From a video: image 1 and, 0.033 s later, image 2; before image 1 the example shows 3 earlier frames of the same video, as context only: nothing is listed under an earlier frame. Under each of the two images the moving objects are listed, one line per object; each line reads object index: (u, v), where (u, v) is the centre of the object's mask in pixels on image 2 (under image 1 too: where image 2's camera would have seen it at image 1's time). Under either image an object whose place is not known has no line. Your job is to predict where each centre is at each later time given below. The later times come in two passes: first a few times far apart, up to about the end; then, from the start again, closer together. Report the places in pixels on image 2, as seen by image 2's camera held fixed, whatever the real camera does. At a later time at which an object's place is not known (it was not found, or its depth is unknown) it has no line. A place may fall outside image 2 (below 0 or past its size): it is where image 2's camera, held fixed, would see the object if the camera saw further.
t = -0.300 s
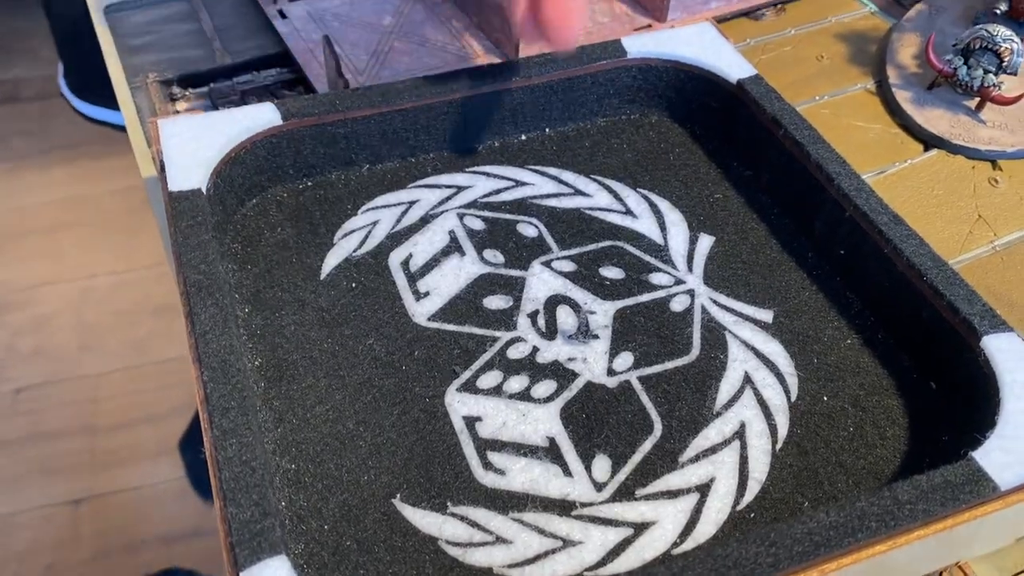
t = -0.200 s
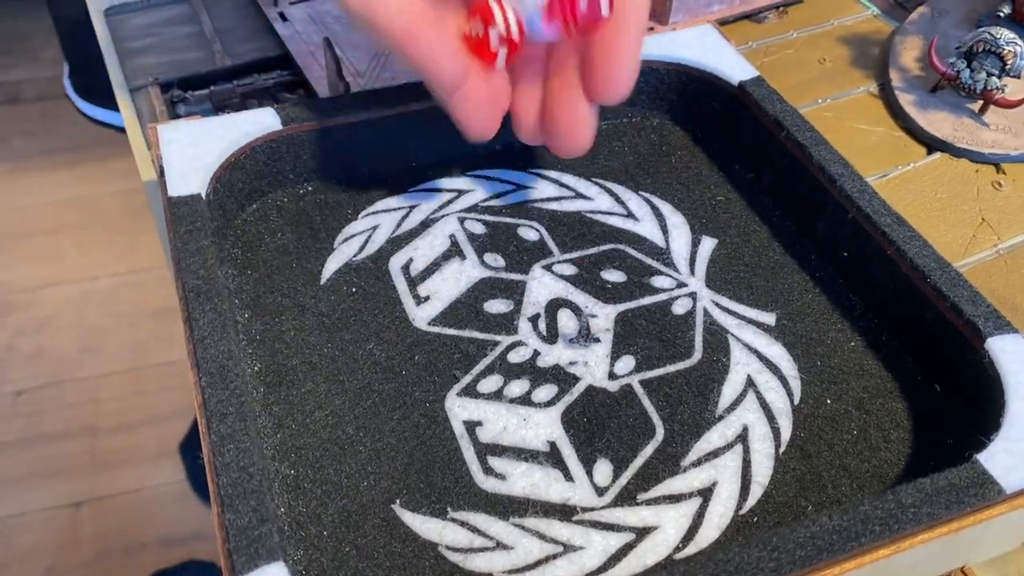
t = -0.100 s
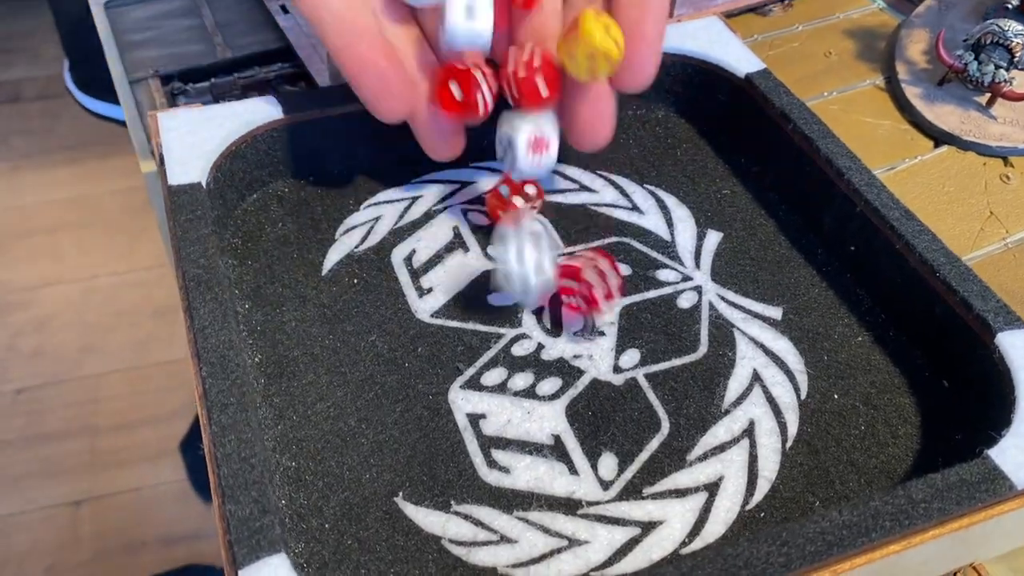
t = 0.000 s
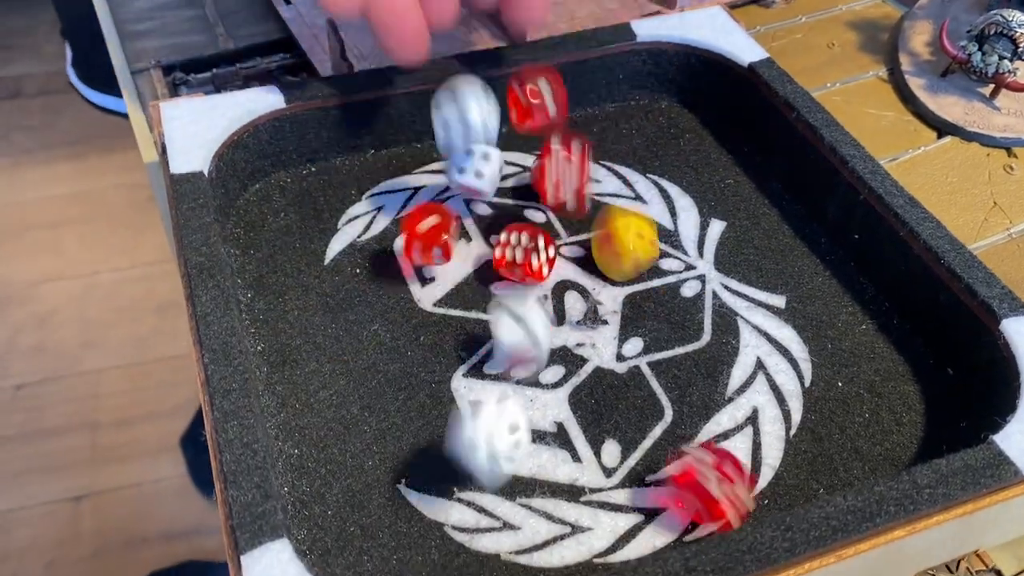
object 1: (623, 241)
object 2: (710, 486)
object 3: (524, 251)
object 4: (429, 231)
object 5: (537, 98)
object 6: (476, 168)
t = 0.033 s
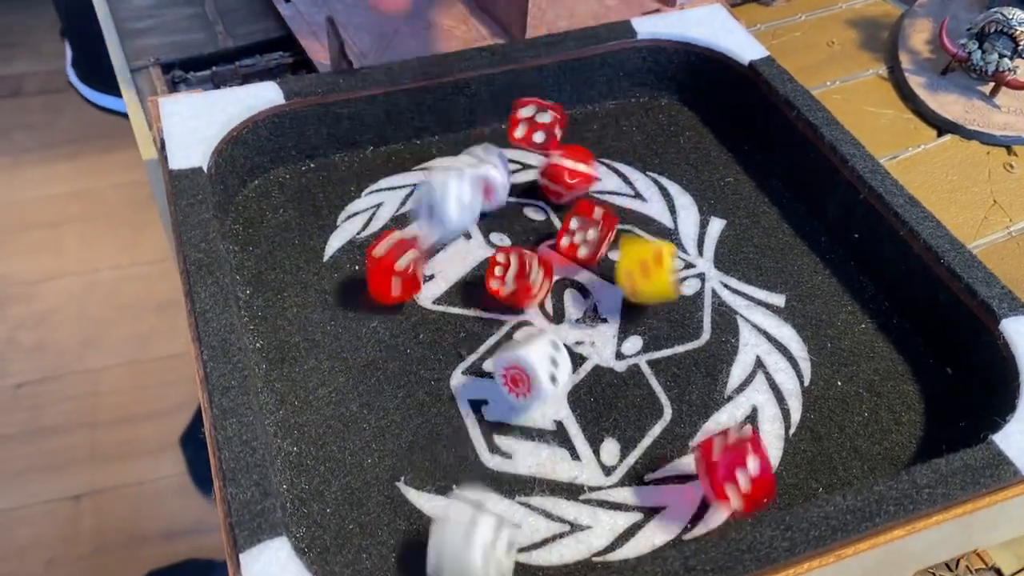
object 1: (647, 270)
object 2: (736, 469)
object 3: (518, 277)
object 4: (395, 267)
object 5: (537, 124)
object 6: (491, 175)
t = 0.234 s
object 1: (882, 378)
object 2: (675, 492)
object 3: (585, 441)
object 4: (435, 337)
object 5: (428, 213)
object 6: (576, 196)
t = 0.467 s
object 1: (907, 386)
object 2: (799, 467)
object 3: (587, 433)
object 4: (582, 356)
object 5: (346, 223)
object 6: (644, 187)
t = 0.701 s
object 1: (907, 389)
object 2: (802, 380)
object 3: (587, 433)
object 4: (580, 356)
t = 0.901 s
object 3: (587, 433)
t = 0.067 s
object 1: (687, 329)
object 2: (715, 414)
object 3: (514, 314)
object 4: (357, 318)
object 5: (518, 120)
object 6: (500, 178)
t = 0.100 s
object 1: (727, 357)
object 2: (694, 425)
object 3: (519, 353)
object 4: (306, 352)
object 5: (499, 135)
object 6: (521, 189)
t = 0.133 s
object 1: (772, 349)
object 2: (677, 443)
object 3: (542, 374)
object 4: (306, 343)
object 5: (483, 166)
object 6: (535, 190)
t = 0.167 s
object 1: (805, 362)
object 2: (662, 456)
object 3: (565, 421)
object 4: (353, 341)
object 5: (466, 215)
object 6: (545, 199)
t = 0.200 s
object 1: (843, 369)
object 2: (662, 472)
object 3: (583, 441)
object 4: (392, 337)
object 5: (447, 205)
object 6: (562, 199)
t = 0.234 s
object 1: (882, 378)
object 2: (675, 492)
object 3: (585, 441)
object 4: (435, 337)
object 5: (428, 213)
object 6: (576, 196)
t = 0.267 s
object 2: (687, 505)
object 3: (586, 435)
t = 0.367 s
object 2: (762, 495)
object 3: (587, 436)
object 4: (560, 348)
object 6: (625, 188)
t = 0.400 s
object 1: (906, 396)
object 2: (778, 488)
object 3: (587, 435)
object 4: (575, 350)
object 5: (349, 213)
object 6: (636, 185)
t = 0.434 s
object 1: (905, 392)
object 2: (788, 479)
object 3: (587, 432)
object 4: (580, 354)
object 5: (345, 218)
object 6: (644, 187)
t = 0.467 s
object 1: (907, 386)
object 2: (799, 467)
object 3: (587, 433)
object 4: (582, 356)
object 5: (346, 223)
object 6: (644, 187)
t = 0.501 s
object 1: (908, 389)
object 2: (806, 453)
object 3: (587, 433)
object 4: (581, 356)
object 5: (352, 224)
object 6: (644, 187)
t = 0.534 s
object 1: (907, 390)
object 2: (811, 436)
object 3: (587, 432)
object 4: (580, 355)
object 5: (356, 223)
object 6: (644, 187)
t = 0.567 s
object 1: (907, 388)
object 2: (811, 424)
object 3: (587, 432)
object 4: (580, 355)
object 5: (355, 219)
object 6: (644, 187)
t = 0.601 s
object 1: (907, 389)
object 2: (811, 410)
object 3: (587, 433)
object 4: (580, 356)
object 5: (355, 219)
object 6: (644, 187)
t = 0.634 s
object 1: (907, 389)
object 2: (809, 399)
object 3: (587, 433)
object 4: (580, 356)
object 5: (355, 219)
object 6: (644, 187)
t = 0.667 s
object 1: (907, 389)
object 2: (808, 387)
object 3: (587, 433)
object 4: (580, 356)
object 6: (644, 187)
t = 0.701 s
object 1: (907, 389)
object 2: (802, 380)
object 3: (587, 433)
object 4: (580, 356)
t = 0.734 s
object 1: (907, 389)
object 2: (796, 372)
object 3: (587, 433)
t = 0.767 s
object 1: (907, 389)
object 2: (791, 368)
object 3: (587, 433)
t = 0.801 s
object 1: (907, 389)
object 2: (792, 366)
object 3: (587, 433)
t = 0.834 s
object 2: (797, 367)
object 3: (587, 433)
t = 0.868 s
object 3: (587, 433)
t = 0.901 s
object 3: (587, 433)
